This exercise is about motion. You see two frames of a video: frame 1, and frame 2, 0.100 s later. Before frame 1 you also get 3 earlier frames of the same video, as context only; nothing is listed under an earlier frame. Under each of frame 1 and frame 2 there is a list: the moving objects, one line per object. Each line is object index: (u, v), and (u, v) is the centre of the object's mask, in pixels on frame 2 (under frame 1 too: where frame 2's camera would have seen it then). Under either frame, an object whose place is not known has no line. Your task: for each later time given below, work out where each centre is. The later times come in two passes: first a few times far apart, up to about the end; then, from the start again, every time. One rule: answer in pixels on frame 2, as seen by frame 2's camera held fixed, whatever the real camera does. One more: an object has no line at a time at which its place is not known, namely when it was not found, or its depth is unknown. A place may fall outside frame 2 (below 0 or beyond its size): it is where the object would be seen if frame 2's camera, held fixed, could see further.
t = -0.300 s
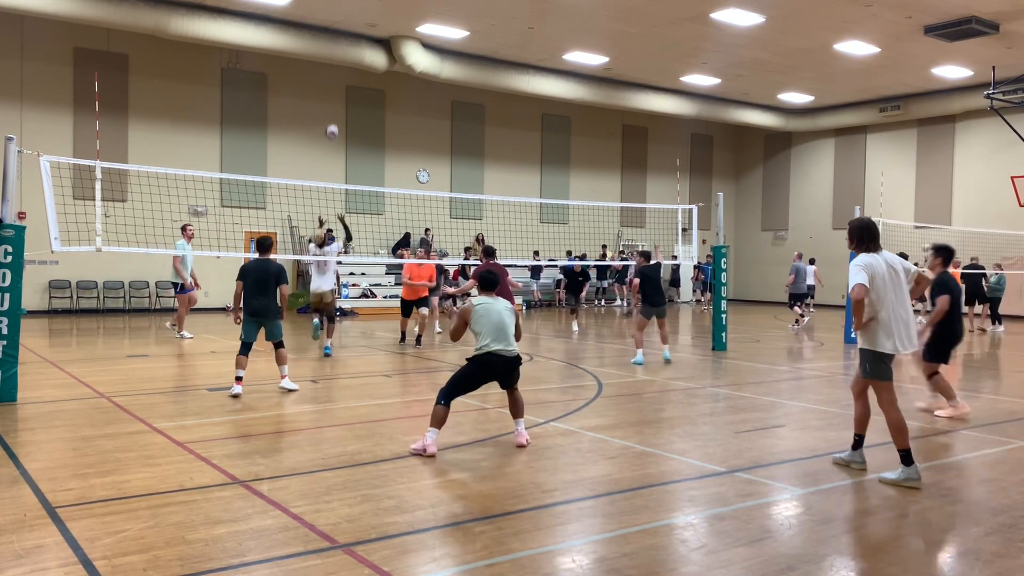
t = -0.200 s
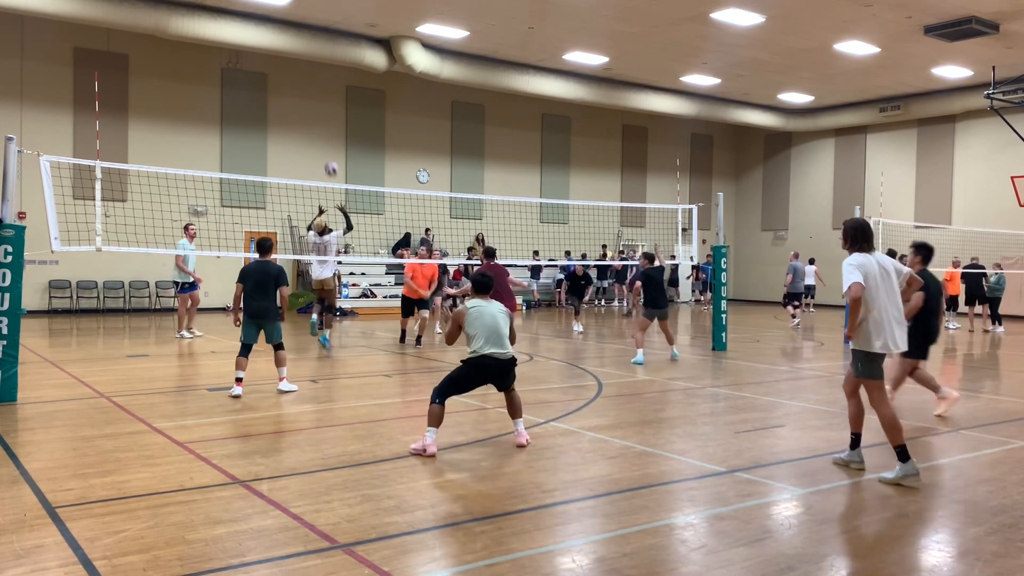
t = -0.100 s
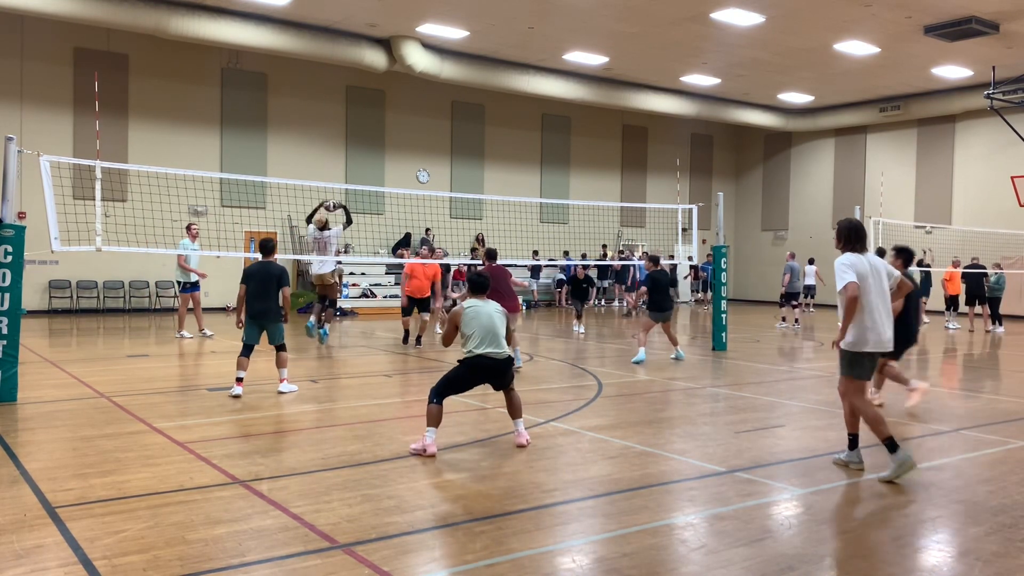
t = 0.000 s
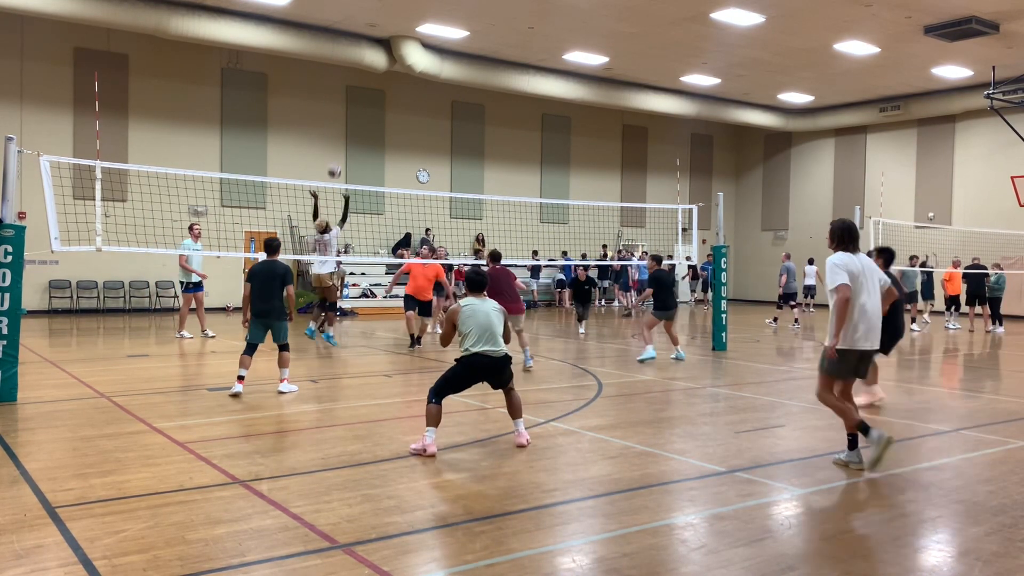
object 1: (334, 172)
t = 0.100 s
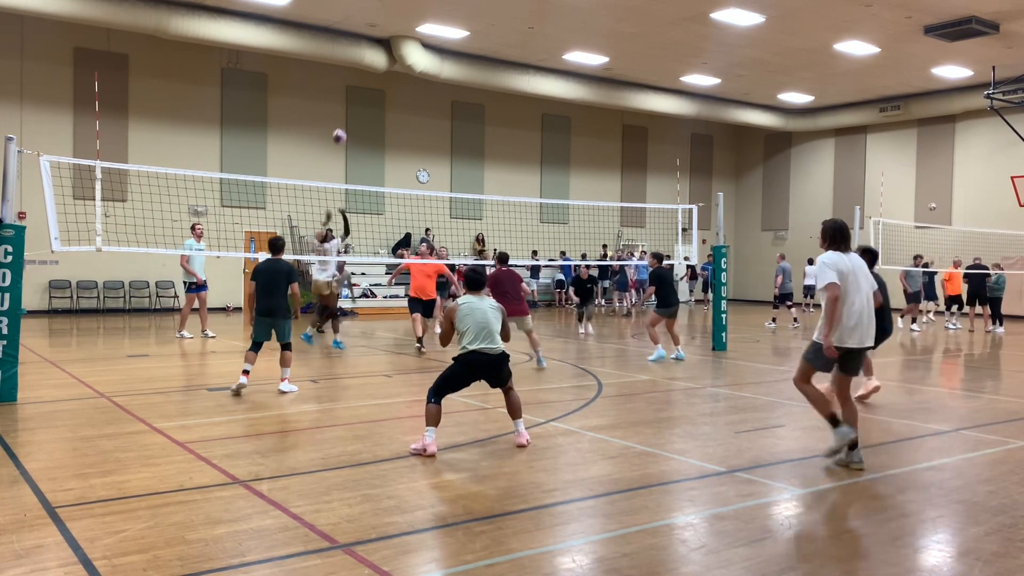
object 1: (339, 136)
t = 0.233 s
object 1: (347, 102)
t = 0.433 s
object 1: (355, 73)
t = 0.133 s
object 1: (341, 126)
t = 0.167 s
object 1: (343, 117)
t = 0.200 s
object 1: (344, 109)
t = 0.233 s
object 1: (347, 102)
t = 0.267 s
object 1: (347, 95)
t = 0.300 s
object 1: (349, 89)
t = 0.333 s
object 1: (350, 84)
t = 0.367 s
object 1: (352, 79)
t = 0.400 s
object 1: (353, 76)
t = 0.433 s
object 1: (355, 73)
